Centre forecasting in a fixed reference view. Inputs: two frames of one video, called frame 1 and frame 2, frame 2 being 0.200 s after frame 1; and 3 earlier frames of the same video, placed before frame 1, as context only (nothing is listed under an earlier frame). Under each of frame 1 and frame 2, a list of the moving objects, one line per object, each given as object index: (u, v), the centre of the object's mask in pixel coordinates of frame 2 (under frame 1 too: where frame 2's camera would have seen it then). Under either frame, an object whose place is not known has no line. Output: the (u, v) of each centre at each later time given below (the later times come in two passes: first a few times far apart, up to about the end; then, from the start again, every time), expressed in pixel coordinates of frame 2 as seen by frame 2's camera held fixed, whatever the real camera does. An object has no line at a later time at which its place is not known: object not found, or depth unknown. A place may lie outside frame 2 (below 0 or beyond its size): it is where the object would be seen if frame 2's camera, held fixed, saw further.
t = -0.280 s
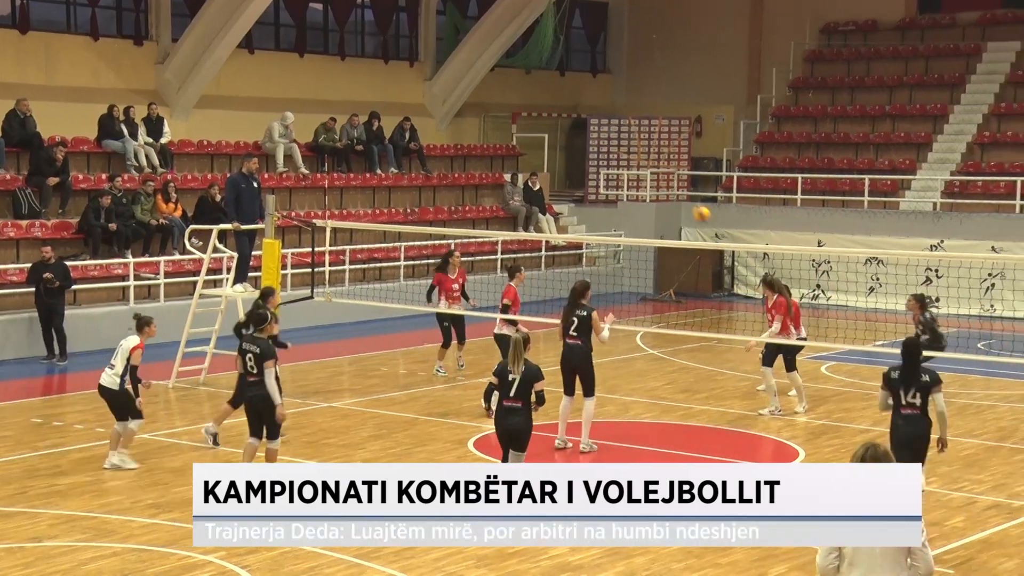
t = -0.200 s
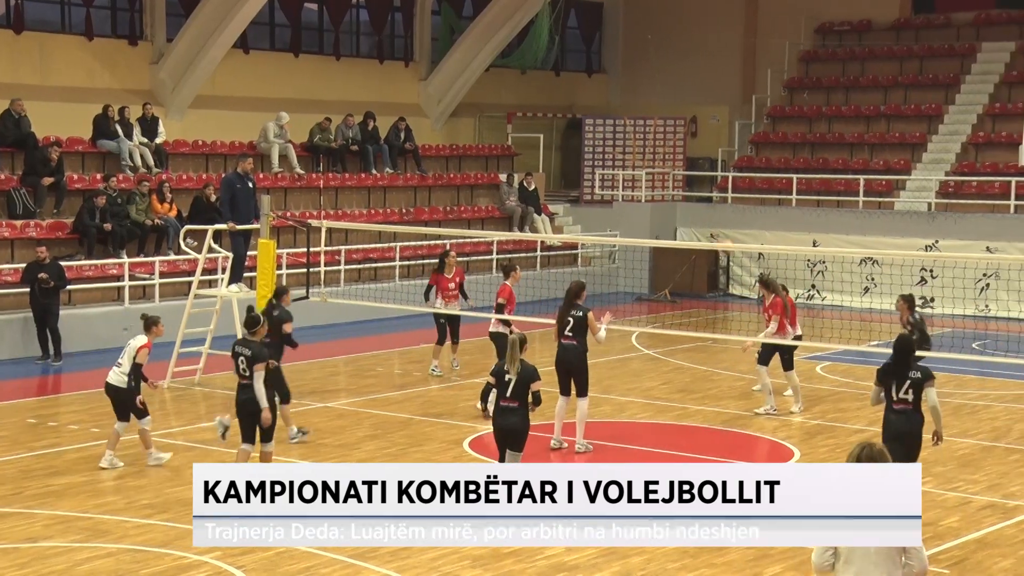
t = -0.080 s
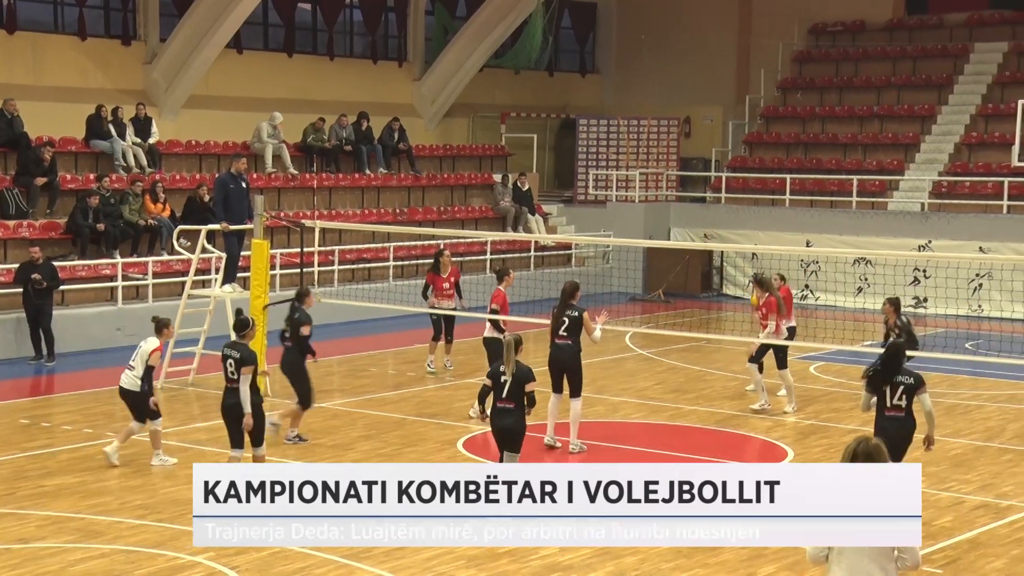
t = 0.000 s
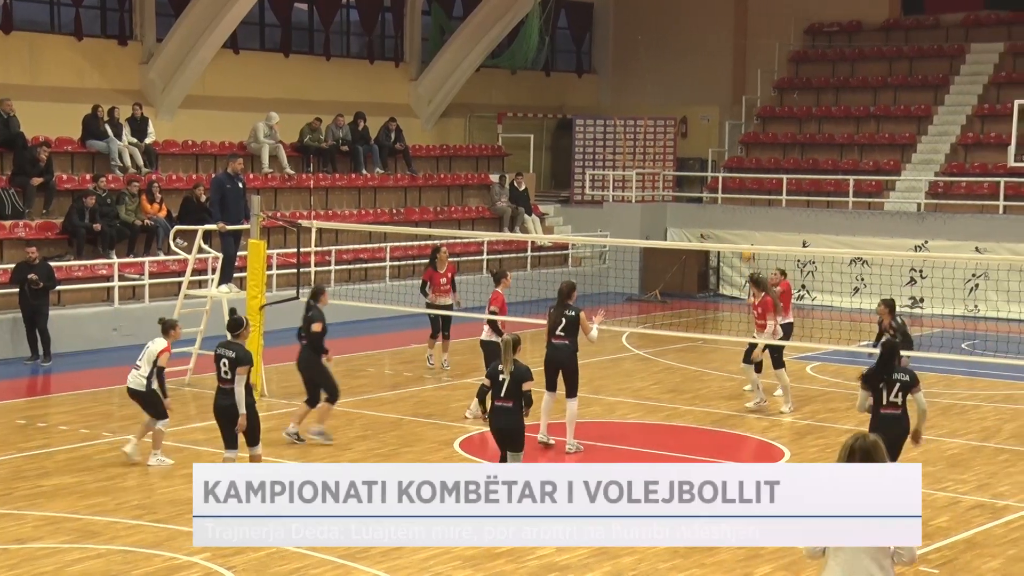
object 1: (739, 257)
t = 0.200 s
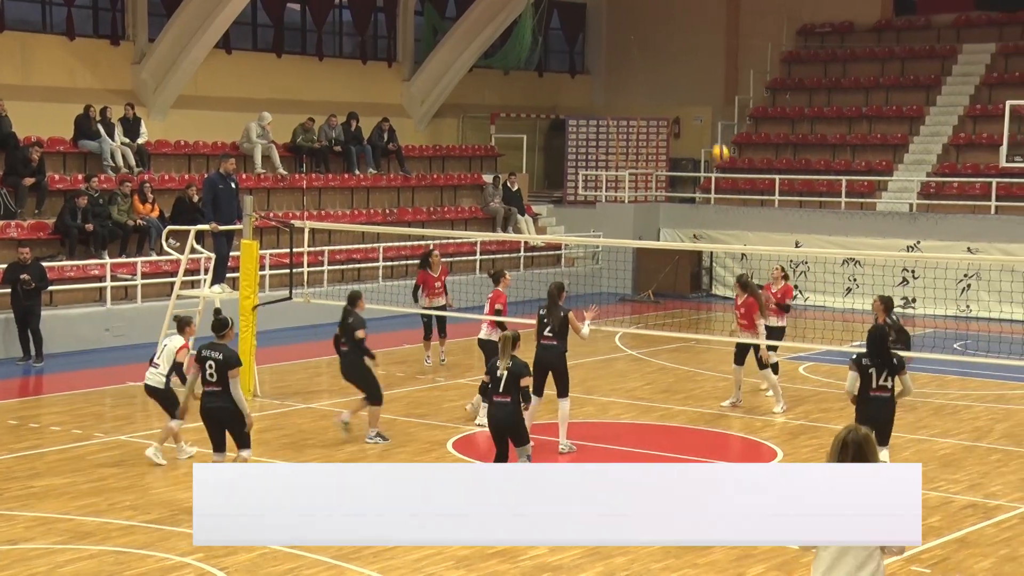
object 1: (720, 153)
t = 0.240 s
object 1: (716, 137)
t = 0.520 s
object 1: (686, 52)
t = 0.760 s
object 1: (658, 28)
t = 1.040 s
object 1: (625, 58)
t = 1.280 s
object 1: (596, 133)
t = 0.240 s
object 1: (716, 137)
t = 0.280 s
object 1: (710, 120)
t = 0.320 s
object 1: (707, 107)
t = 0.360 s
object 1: (703, 92)
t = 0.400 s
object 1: (698, 81)
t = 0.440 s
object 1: (694, 70)
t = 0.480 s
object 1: (690, 61)
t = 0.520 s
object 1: (686, 52)
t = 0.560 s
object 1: (682, 45)
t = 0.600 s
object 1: (677, 39)
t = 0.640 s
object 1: (673, 34)
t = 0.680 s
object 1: (668, 31)
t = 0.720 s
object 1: (663, 29)
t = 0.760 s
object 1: (658, 28)
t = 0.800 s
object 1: (654, 29)
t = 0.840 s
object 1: (649, 30)
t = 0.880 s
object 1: (644, 33)
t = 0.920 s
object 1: (639, 37)
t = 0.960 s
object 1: (634, 43)
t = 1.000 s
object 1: (630, 50)
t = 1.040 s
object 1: (625, 58)
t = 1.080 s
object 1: (620, 69)
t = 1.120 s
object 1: (615, 79)
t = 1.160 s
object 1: (610, 91)
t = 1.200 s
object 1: (605, 105)
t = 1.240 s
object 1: (601, 119)
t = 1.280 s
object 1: (596, 133)
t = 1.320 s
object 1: (591, 153)
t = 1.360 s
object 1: (586, 171)
